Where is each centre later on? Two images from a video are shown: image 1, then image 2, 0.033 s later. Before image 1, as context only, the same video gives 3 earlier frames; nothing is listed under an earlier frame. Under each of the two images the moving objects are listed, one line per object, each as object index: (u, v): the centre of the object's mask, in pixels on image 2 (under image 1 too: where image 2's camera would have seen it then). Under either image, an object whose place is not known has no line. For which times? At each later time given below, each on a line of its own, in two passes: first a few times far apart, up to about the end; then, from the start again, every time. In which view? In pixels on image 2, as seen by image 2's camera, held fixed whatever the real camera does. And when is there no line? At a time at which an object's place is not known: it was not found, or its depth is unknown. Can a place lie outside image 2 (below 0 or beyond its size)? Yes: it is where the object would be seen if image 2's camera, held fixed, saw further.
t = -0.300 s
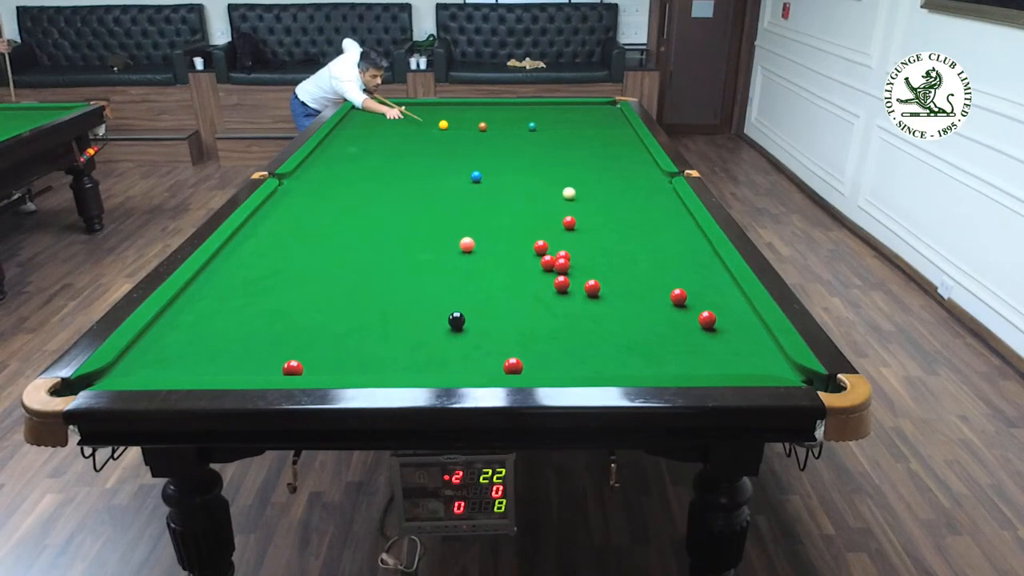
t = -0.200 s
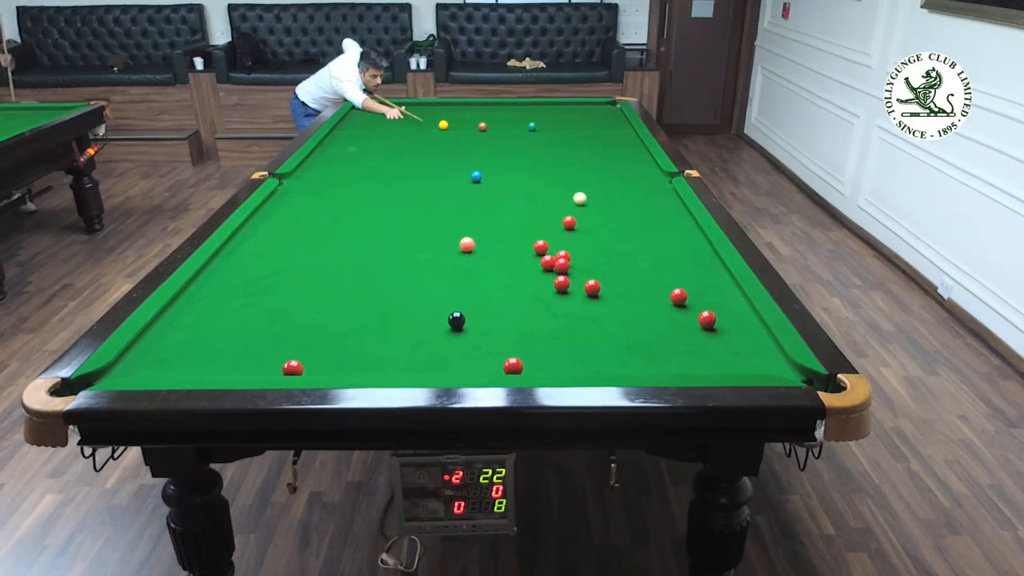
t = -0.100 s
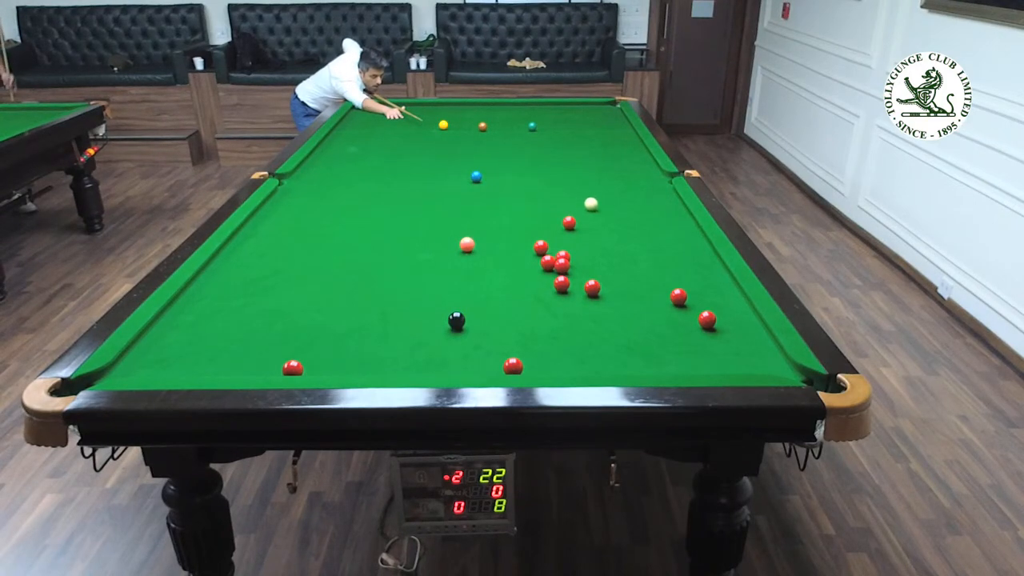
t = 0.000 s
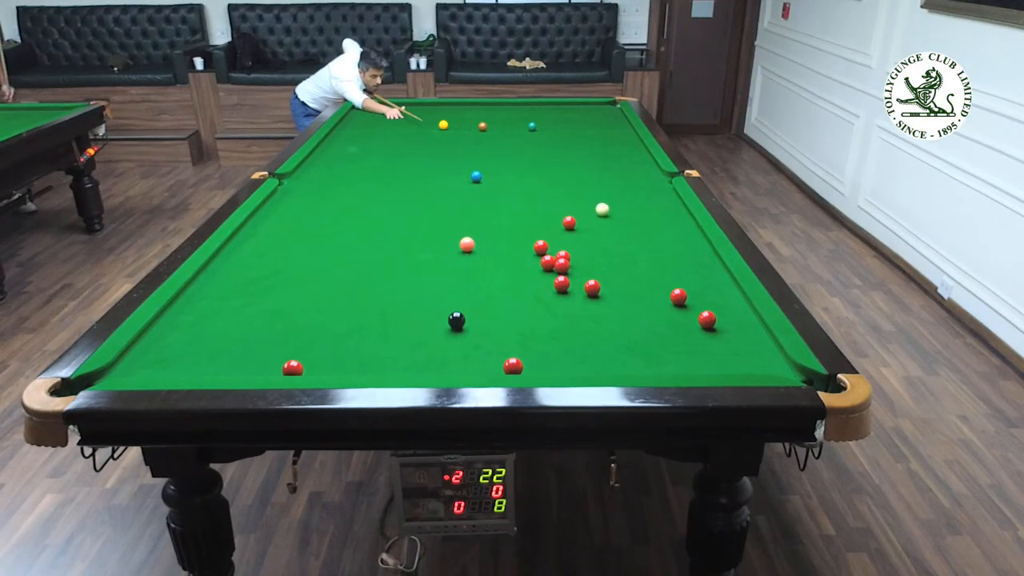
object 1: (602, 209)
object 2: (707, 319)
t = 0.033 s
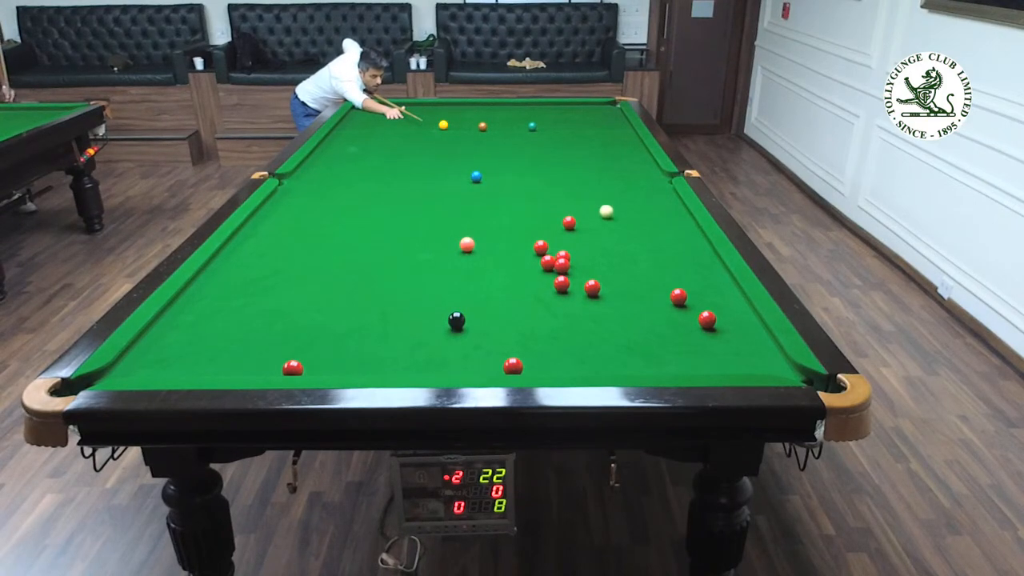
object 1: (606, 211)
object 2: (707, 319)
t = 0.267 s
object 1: (635, 225)
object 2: (707, 319)
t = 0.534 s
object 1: (670, 242)
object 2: (707, 319)
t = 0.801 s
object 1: (707, 260)
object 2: (707, 319)
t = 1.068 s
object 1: (714, 277)
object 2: (707, 319)
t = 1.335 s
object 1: (709, 294)
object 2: (707, 319)
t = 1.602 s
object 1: (702, 308)
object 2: (707, 320)
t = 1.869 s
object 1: (692, 314)
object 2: (712, 332)
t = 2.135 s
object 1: (683, 317)
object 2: (717, 343)
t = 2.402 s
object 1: (677, 319)
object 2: (722, 353)
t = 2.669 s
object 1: (672, 321)
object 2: (726, 362)
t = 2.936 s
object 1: (669, 322)
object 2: (729, 367)
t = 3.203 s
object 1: (666, 323)
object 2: (729, 366)
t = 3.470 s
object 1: (666, 323)
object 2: (728, 364)
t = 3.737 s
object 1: (666, 323)
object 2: (728, 363)
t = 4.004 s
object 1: (666, 323)
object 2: (728, 363)
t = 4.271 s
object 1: (666, 323)
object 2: (728, 363)
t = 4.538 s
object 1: (666, 323)
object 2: (728, 363)
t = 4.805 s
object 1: (666, 323)
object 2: (728, 363)
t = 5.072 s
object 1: (666, 323)
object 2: (728, 363)
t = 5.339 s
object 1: (666, 323)
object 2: (728, 363)
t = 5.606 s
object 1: (666, 323)
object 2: (728, 363)
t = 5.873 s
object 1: (666, 323)
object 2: (728, 363)
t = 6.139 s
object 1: (666, 323)
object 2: (728, 363)
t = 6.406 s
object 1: (666, 323)
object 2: (728, 363)
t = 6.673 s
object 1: (666, 323)
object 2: (728, 363)
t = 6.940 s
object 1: (666, 323)
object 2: (728, 363)
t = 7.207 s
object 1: (667, 323)
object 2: (728, 363)
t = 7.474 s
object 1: (667, 323)
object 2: (728, 363)
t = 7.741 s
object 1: (666, 323)
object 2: (728, 363)
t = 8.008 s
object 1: (667, 323)
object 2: (728, 363)
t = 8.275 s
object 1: (667, 323)
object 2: (728, 363)
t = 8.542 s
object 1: (667, 323)
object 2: (728, 363)
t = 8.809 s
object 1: (667, 323)
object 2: (728, 363)
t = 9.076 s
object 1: (667, 323)
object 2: (728, 363)
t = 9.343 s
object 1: (667, 323)
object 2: (728, 363)
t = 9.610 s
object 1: (667, 323)
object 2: (728, 363)
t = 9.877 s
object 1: (667, 323)
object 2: (728, 363)
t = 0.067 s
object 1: (610, 213)
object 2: (707, 319)
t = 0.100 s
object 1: (614, 215)
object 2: (707, 319)
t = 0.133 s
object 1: (618, 217)
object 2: (707, 319)
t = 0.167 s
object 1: (622, 219)
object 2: (707, 319)
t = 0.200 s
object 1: (626, 221)
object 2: (707, 319)
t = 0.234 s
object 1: (630, 223)
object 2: (707, 319)
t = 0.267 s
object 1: (635, 225)
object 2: (707, 319)
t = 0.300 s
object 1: (639, 227)
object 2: (707, 319)
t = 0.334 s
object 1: (643, 229)
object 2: (707, 319)
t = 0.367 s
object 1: (647, 231)
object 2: (707, 319)
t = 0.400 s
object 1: (652, 233)
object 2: (707, 319)
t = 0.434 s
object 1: (656, 235)
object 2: (707, 319)
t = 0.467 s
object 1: (661, 237)
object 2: (707, 319)
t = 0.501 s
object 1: (665, 239)
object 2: (707, 319)
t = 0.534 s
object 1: (670, 242)
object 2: (707, 319)
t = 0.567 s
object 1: (674, 244)
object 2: (707, 319)
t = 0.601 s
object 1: (679, 246)
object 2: (707, 319)
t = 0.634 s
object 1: (684, 248)
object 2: (707, 319)
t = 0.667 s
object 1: (688, 251)
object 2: (707, 319)
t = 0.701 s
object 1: (693, 253)
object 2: (707, 319)
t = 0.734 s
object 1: (698, 255)
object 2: (707, 319)
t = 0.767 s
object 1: (702, 258)
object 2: (707, 319)
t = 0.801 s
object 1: (707, 260)
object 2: (707, 319)
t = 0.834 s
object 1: (712, 262)
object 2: (707, 319)
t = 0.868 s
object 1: (717, 265)
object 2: (707, 319)
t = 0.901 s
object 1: (718, 267)
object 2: (707, 319)
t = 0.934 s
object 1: (717, 269)
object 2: (707, 319)
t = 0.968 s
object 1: (716, 271)
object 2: (707, 319)
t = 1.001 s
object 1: (716, 273)
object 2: (707, 319)
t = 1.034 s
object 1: (715, 275)
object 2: (707, 319)
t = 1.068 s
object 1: (714, 277)
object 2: (707, 319)
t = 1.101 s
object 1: (714, 279)
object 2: (707, 319)
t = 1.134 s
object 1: (713, 282)
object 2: (707, 319)
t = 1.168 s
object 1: (712, 284)
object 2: (707, 319)
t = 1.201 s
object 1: (712, 286)
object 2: (707, 319)
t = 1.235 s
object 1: (711, 288)
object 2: (707, 319)
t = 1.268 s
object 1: (710, 290)
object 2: (707, 319)
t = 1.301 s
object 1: (710, 292)
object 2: (707, 319)
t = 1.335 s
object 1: (709, 294)
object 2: (707, 319)
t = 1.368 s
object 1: (708, 296)
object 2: (707, 319)
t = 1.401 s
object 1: (708, 299)
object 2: (707, 319)
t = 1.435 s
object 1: (707, 300)
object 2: (707, 319)
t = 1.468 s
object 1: (706, 302)
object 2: (707, 319)
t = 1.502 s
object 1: (705, 304)
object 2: (707, 319)
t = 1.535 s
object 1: (705, 305)
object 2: (707, 319)
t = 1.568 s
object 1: (703, 307)
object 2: (707, 319)
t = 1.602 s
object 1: (702, 308)
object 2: (707, 320)
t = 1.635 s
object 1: (701, 310)
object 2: (708, 322)
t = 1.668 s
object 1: (700, 311)
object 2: (708, 323)
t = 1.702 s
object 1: (699, 312)
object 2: (709, 325)
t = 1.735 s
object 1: (698, 312)
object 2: (710, 326)
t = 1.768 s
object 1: (696, 313)
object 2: (710, 328)
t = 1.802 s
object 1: (695, 313)
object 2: (711, 329)
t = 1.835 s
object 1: (694, 314)
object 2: (712, 331)
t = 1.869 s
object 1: (692, 314)
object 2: (712, 332)
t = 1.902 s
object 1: (691, 314)
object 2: (713, 334)
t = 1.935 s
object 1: (690, 315)
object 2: (714, 335)
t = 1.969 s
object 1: (689, 315)
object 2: (714, 336)
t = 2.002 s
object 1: (688, 315)
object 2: (715, 338)
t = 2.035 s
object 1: (687, 316)
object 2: (715, 339)
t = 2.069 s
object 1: (686, 316)
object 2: (716, 340)
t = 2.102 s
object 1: (685, 317)
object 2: (717, 342)
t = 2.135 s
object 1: (683, 317)
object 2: (717, 343)
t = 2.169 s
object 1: (682, 317)
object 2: (718, 344)
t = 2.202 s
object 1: (682, 317)
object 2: (718, 346)
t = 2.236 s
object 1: (681, 318)
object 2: (719, 347)
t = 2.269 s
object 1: (680, 318)
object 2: (720, 348)
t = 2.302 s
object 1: (679, 318)
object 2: (720, 350)
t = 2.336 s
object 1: (678, 319)
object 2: (721, 351)
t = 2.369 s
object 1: (678, 319)
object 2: (721, 352)
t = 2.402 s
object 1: (677, 319)
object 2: (722, 353)
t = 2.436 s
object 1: (676, 320)
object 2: (722, 354)
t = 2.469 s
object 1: (675, 320)
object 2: (723, 356)
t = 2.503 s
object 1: (675, 320)
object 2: (724, 357)
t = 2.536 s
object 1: (674, 320)
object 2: (724, 358)
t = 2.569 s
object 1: (674, 321)
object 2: (725, 359)
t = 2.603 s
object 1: (673, 321)
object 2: (725, 360)
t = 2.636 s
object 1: (672, 321)
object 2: (726, 361)
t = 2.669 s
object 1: (672, 321)
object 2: (726, 362)
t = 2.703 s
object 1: (671, 321)
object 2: (727, 363)
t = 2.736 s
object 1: (671, 322)
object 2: (727, 364)
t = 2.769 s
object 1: (671, 322)
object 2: (727, 365)
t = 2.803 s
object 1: (670, 322)
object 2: (728, 365)
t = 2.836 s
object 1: (670, 322)
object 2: (728, 366)
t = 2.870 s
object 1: (669, 322)
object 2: (728, 366)
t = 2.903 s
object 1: (669, 322)
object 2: (729, 367)
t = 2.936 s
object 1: (669, 322)
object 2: (729, 367)
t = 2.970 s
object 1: (668, 323)
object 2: (730, 368)
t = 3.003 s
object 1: (668, 323)
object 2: (730, 368)
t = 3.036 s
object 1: (667, 323)
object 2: (730, 368)
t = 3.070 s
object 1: (667, 323)
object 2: (729, 367)
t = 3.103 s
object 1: (667, 323)
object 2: (729, 367)
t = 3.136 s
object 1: (667, 323)
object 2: (729, 367)
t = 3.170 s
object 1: (666, 323)
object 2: (729, 366)
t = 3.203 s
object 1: (666, 323)
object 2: (729, 366)
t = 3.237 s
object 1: (666, 323)
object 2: (728, 366)
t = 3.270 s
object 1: (666, 323)
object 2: (728, 366)
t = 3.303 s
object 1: (666, 323)
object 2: (728, 365)
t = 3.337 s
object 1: (666, 323)
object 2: (728, 365)
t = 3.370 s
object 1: (666, 323)
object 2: (728, 365)
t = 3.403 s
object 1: (666, 323)
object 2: (728, 365)
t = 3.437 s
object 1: (666, 323)
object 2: (728, 364)
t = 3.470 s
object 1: (666, 323)
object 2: (728, 364)
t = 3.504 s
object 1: (666, 323)
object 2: (728, 364)
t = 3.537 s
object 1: (666, 323)
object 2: (728, 364)
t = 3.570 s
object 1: (666, 323)
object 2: (728, 364)
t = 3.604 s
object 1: (666, 323)
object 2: (728, 364)
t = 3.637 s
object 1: (666, 323)
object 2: (728, 364)
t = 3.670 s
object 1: (666, 323)
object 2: (728, 363)
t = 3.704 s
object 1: (666, 323)
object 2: (728, 363)
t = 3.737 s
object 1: (666, 323)
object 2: (728, 363)
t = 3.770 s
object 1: (666, 323)
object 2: (728, 363)
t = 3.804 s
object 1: (666, 323)
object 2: (728, 363)
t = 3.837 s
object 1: (666, 323)
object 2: (728, 363)
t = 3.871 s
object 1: (666, 323)
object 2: (728, 363)
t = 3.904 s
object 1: (666, 323)
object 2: (728, 363)
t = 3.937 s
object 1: (666, 323)
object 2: (728, 363)
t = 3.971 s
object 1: (666, 323)
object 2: (728, 363)
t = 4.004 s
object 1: (666, 323)
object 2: (728, 363)
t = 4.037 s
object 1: (666, 323)
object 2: (728, 363)
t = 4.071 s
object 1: (666, 323)
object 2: (728, 363)
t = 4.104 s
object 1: (666, 323)
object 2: (728, 363)
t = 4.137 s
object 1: (666, 323)
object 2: (728, 363)
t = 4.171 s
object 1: (666, 323)
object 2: (728, 363)
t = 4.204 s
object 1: (666, 323)
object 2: (728, 363)
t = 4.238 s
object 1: (666, 323)
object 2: (728, 363)
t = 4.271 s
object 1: (666, 323)
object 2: (728, 363)
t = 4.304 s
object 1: (666, 323)
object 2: (728, 363)
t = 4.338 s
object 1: (666, 323)
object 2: (728, 363)
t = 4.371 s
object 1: (666, 323)
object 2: (728, 363)
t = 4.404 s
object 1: (666, 323)
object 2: (728, 363)
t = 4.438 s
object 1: (666, 323)
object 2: (728, 363)
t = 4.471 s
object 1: (666, 323)
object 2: (728, 363)
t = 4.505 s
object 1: (666, 323)
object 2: (728, 363)
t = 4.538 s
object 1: (666, 323)
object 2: (728, 363)
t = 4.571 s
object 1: (666, 323)
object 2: (728, 363)
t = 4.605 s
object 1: (666, 323)
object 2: (728, 363)
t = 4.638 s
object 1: (666, 323)
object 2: (728, 363)
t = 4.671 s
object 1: (666, 323)
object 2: (728, 363)
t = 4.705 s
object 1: (666, 323)
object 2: (728, 363)
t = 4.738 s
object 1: (666, 323)
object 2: (728, 363)
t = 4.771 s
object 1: (666, 323)
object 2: (728, 363)
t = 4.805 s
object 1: (666, 323)
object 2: (728, 363)
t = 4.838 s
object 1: (666, 323)
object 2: (728, 363)
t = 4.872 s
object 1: (666, 323)
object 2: (728, 363)
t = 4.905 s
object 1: (666, 323)
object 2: (728, 363)
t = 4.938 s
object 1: (666, 323)
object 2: (728, 363)
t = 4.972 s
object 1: (666, 323)
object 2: (728, 363)
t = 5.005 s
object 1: (666, 323)
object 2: (728, 363)
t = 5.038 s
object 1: (666, 323)
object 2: (728, 363)
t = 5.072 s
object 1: (666, 323)
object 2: (728, 363)
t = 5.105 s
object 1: (666, 323)
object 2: (728, 363)
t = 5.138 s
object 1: (666, 323)
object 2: (728, 363)
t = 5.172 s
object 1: (666, 323)
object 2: (728, 363)
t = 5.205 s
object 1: (666, 323)
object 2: (728, 363)
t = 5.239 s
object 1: (666, 323)
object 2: (728, 363)
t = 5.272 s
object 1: (666, 323)
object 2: (728, 363)
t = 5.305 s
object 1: (666, 323)
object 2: (728, 363)
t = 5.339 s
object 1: (666, 323)
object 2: (728, 363)
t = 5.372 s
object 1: (666, 323)
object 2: (728, 363)
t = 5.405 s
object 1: (666, 323)
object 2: (728, 363)
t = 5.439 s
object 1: (666, 323)
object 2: (728, 363)
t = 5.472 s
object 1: (666, 323)
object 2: (728, 363)
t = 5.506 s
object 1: (666, 323)
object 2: (728, 363)
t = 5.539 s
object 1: (666, 323)
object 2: (728, 363)
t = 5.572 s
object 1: (666, 323)
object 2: (728, 363)
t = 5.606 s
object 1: (666, 323)
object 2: (728, 363)
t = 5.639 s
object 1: (666, 323)
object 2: (728, 363)
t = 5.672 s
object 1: (666, 323)
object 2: (728, 363)
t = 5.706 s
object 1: (666, 323)
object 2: (728, 363)
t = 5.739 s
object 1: (666, 323)
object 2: (728, 363)
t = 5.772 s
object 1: (666, 323)
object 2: (728, 363)
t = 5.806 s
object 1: (666, 323)
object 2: (728, 363)
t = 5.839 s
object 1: (666, 323)
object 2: (728, 363)
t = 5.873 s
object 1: (666, 323)
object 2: (728, 363)
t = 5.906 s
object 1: (666, 323)
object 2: (728, 363)
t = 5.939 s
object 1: (666, 323)
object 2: (728, 363)
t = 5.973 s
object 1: (666, 323)
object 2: (728, 363)
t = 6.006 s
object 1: (666, 323)
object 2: (728, 363)
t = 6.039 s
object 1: (666, 323)
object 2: (728, 363)
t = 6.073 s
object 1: (666, 323)
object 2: (728, 363)
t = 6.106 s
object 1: (666, 323)
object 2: (728, 363)
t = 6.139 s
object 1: (666, 323)
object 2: (728, 363)
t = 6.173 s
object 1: (666, 323)
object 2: (728, 363)
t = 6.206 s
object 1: (666, 323)
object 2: (728, 363)
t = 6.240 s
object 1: (666, 323)
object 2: (728, 363)
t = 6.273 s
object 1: (666, 323)
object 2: (728, 363)
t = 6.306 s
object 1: (666, 323)
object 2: (728, 363)
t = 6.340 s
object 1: (666, 323)
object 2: (728, 363)
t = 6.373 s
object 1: (666, 323)
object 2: (728, 363)
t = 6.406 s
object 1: (666, 323)
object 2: (728, 363)
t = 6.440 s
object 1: (666, 323)
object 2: (728, 363)
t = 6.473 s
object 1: (666, 323)
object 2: (728, 363)
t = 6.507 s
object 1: (666, 323)
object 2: (728, 363)
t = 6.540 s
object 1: (666, 323)
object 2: (728, 363)
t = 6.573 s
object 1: (666, 323)
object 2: (728, 363)
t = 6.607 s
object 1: (666, 323)
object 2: (728, 363)
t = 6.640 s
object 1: (666, 323)
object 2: (728, 363)
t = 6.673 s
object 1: (666, 323)
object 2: (728, 363)
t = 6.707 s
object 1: (666, 323)
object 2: (728, 363)
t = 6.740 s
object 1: (666, 323)
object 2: (728, 363)
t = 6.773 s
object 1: (666, 323)
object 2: (728, 363)
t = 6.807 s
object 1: (666, 323)
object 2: (728, 363)
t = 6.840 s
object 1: (666, 323)
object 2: (728, 363)
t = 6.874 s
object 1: (666, 323)
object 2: (728, 363)
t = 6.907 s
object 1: (666, 323)
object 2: (728, 363)
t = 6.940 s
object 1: (666, 323)
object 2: (728, 363)
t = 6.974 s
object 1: (666, 323)
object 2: (728, 363)
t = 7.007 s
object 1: (666, 323)
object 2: (728, 363)
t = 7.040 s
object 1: (667, 323)
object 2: (728, 363)
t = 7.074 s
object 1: (667, 323)
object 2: (728, 363)
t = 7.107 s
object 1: (667, 323)
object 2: (728, 363)
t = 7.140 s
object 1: (667, 323)
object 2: (728, 363)
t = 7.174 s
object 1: (667, 323)
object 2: (728, 363)
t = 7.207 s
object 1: (667, 323)
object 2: (728, 363)
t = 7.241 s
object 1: (667, 323)
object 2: (728, 363)
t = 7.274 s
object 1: (667, 323)
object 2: (728, 363)
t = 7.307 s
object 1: (667, 323)
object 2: (728, 363)
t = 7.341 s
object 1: (667, 323)
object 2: (728, 363)
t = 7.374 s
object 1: (667, 323)
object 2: (728, 363)
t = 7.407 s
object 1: (667, 323)
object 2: (728, 363)
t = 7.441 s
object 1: (667, 323)
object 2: (728, 363)
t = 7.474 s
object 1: (667, 323)
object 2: (728, 363)
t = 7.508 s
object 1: (667, 323)
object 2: (728, 363)
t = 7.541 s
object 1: (667, 323)
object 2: (728, 363)
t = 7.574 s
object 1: (667, 323)
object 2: (728, 363)
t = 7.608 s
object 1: (667, 323)
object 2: (728, 363)
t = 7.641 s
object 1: (666, 323)
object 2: (728, 363)
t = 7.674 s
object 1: (667, 323)
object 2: (728, 363)
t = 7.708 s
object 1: (666, 323)
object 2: (728, 363)
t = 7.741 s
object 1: (666, 323)
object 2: (728, 363)
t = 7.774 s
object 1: (666, 323)
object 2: (728, 363)
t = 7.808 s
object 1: (666, 323)
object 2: (728, 363)
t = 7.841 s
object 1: (667, 323)
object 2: (728, 363)
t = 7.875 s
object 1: (666, 323)
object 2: (728, 363)
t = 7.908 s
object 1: (666, 323)
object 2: (728, 363)
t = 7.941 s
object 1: (666, 323)
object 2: (728, 363)
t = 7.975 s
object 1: (666, 323)
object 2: (728, 363)
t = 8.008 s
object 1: (667, 323)
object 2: (728, 363)
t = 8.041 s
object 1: (667, 323)
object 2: (728, 363)
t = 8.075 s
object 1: (667, 323)
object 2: (728, 363)
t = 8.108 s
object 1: (667, 323)
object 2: (728, 363)
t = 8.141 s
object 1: (667, 323)
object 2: (728, 363)
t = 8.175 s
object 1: (667, 323)
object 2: (728, 363)
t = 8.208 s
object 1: (667, 323)
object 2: (728, 363)
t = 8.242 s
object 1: (667, 323)
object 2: (728, 363)
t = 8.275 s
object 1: (667, 323)
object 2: (728, 363)
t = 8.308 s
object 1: (667, 323)
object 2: (728, 363)
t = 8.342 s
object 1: (667, 323)
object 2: (728, 363)
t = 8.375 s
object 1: (667, 323)
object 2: (728, 363)
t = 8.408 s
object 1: (667, 323)
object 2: (728, 363)
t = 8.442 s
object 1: (667, 323)
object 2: (728, 363)
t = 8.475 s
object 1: (667, 323)
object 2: (728, 363)
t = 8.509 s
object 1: (667, 323)
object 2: (728, 363)
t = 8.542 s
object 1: (667, 323)
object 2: (728, 363)
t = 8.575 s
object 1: (667, 323)
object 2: (728, 363)
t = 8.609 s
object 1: (667, 323)
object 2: (728, 363)
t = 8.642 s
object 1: (667, 323)
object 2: (728, 363)
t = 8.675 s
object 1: (667, 323)
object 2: (728, 363)
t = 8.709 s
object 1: (667, 323)
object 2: (728, 363)
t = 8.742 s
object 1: (667, 323)
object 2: (728, 363)
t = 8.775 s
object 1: (667, 323)
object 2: (728, 363)
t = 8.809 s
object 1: (667, 323)
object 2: (728, 363)
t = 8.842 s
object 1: (667, 323)
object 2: (728, 363)
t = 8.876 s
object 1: (667, 323)
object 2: (728, 363)
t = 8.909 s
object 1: (667, 323)
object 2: (728, 363)
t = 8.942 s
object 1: (667, 323)
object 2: (728, 363)
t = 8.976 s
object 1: (667, 323)
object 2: (728, 363)
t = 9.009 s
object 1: (667, 323)
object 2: (728, 363)
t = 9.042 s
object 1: (667, 323)
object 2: (728, 363)
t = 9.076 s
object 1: (667, 323)
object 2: (728, 363)
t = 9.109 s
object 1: (667, 323)
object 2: (728, 363)
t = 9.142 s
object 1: (667, 323)
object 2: (728, 363)
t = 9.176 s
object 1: (667, 323)
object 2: (728, 363)
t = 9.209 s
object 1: (667, 323)
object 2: (728, 363)
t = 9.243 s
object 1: (667, 323)
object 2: (728, 363)
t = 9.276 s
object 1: (667, 323)
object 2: (728, 363)
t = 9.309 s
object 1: (667, 323)
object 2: (728, 363)
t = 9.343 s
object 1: (667, 323)
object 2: (728, 363)
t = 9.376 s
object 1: (667, 323)
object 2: (728, 363)
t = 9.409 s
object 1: (667, 323)
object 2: (728, 363)
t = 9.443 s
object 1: (667, 323)
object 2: (729, 363)
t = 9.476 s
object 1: (667, 323)
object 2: (728, 363)
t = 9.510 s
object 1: (667, 323)
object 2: (729, 363)
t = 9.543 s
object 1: (667, 323)
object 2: (728, 363)
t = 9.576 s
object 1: (667, 323)
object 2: (728, 363)
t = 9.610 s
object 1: (667, 323)
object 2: (728, 363)
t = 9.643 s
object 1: (667, 323)
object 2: (728, 363)
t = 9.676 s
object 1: (667, 323)
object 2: (728, 363)
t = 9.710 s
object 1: (667, 323)
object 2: (728, 363)
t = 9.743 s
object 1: (667, 323)
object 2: (728, 363)
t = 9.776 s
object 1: (667, 323)
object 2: (728, 363)
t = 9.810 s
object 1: (667, 323)
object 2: (728, 363)
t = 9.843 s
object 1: (667, 323)
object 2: (728, 363)
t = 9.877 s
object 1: (667, 323)
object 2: (728, 363)
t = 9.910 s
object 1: (667, 323)
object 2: (728, 363)
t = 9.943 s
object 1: (667, 323)
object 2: (728, 363)
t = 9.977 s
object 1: (667, 323)
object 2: (728, 363)
